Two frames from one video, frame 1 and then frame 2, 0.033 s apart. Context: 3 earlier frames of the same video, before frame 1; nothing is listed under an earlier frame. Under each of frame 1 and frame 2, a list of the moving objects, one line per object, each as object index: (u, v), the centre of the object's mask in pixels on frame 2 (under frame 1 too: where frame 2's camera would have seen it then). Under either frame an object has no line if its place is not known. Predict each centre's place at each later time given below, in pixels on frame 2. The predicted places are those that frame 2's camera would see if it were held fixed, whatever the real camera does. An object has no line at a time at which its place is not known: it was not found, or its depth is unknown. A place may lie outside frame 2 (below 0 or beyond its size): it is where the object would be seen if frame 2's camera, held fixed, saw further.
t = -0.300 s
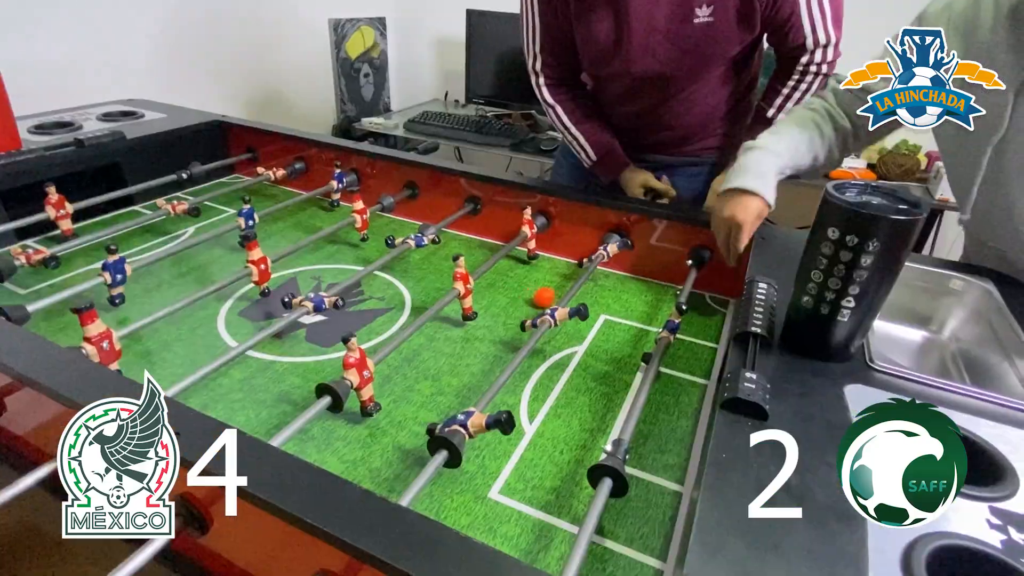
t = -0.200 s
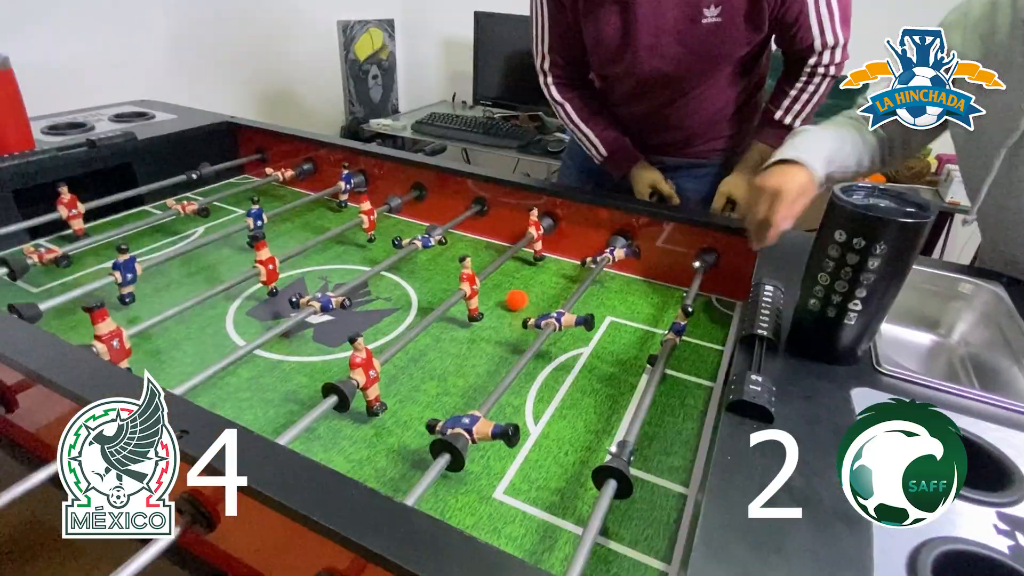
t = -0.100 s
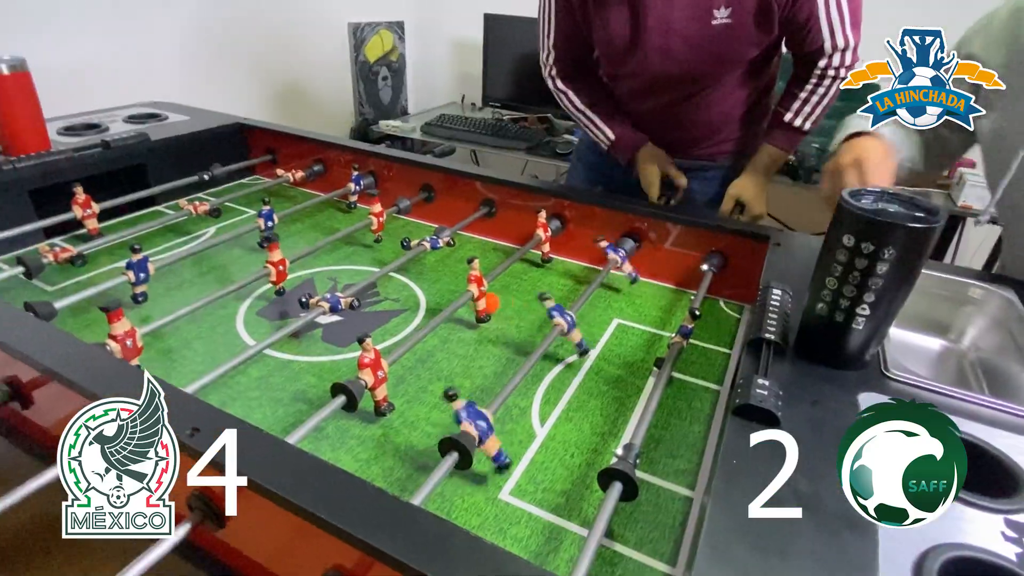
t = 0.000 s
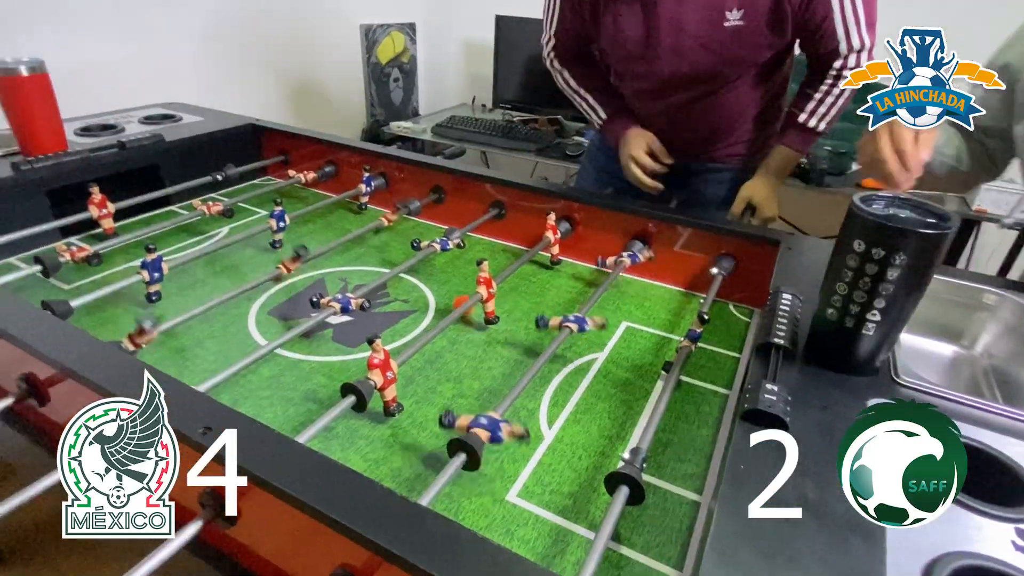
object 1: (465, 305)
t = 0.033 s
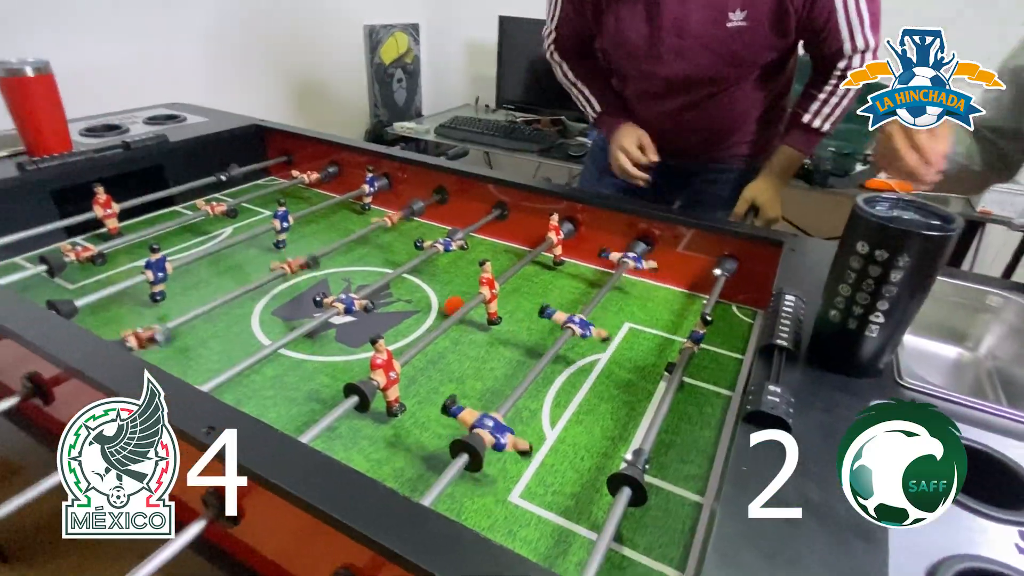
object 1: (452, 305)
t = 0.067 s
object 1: (443, 308)
